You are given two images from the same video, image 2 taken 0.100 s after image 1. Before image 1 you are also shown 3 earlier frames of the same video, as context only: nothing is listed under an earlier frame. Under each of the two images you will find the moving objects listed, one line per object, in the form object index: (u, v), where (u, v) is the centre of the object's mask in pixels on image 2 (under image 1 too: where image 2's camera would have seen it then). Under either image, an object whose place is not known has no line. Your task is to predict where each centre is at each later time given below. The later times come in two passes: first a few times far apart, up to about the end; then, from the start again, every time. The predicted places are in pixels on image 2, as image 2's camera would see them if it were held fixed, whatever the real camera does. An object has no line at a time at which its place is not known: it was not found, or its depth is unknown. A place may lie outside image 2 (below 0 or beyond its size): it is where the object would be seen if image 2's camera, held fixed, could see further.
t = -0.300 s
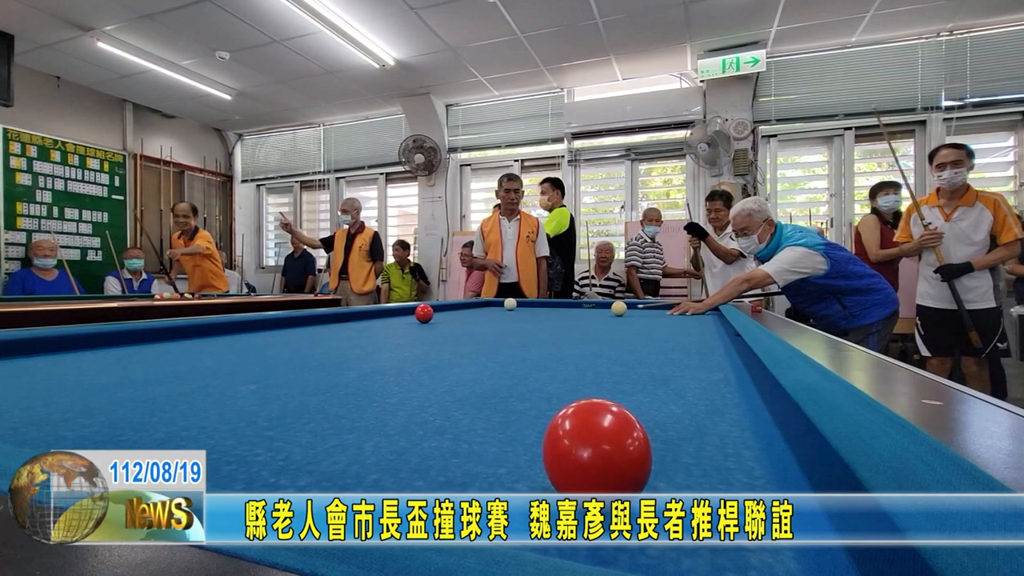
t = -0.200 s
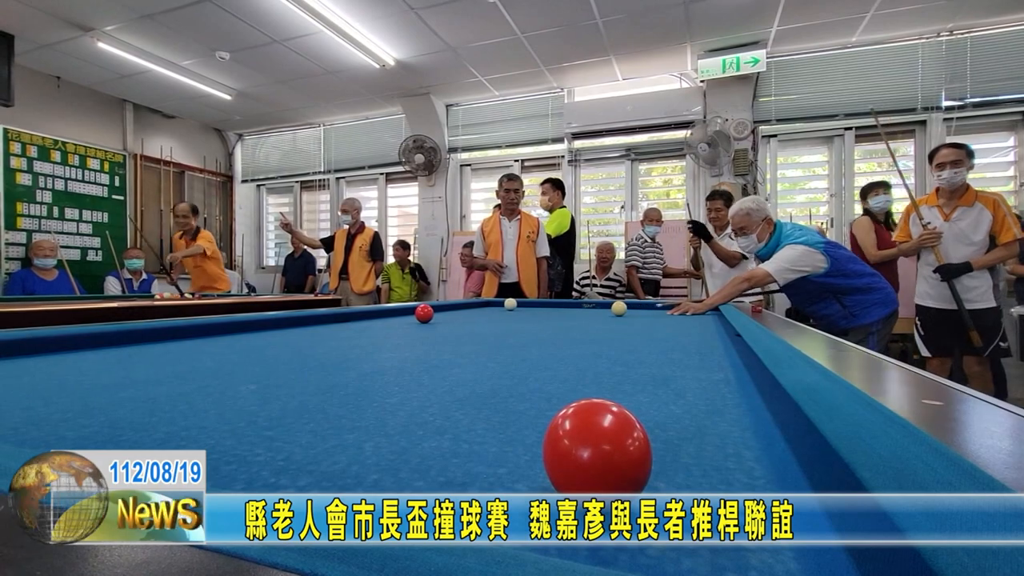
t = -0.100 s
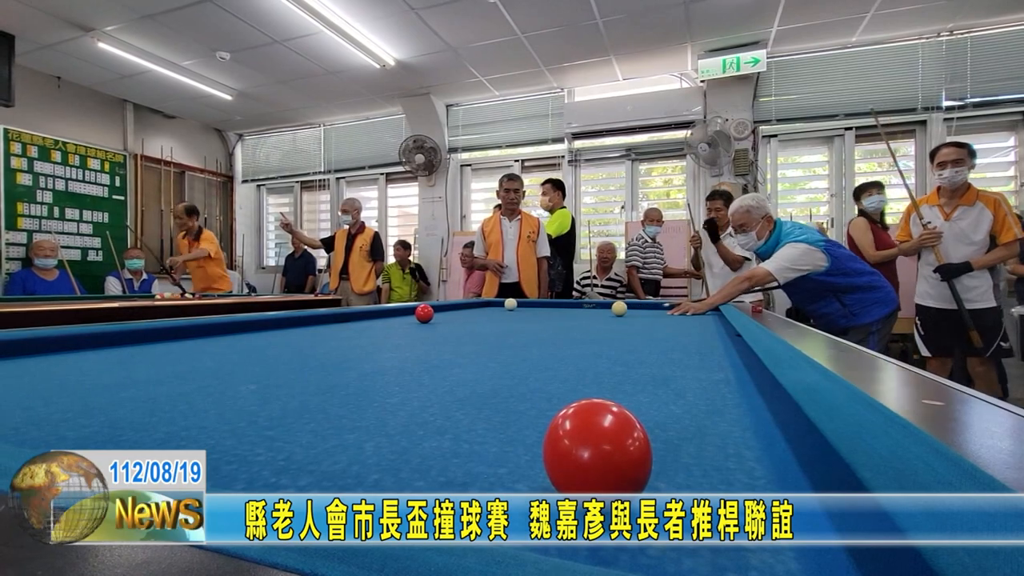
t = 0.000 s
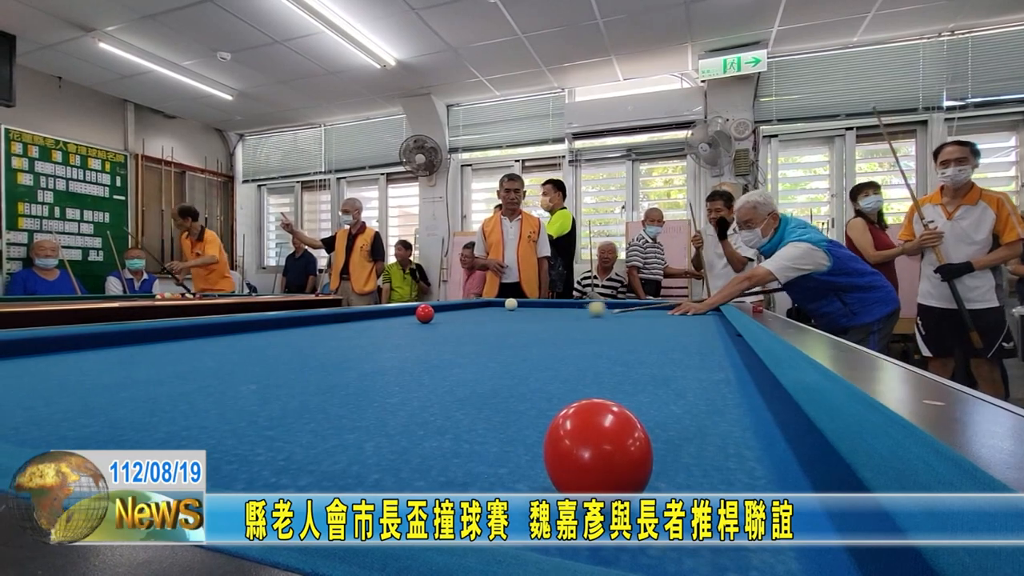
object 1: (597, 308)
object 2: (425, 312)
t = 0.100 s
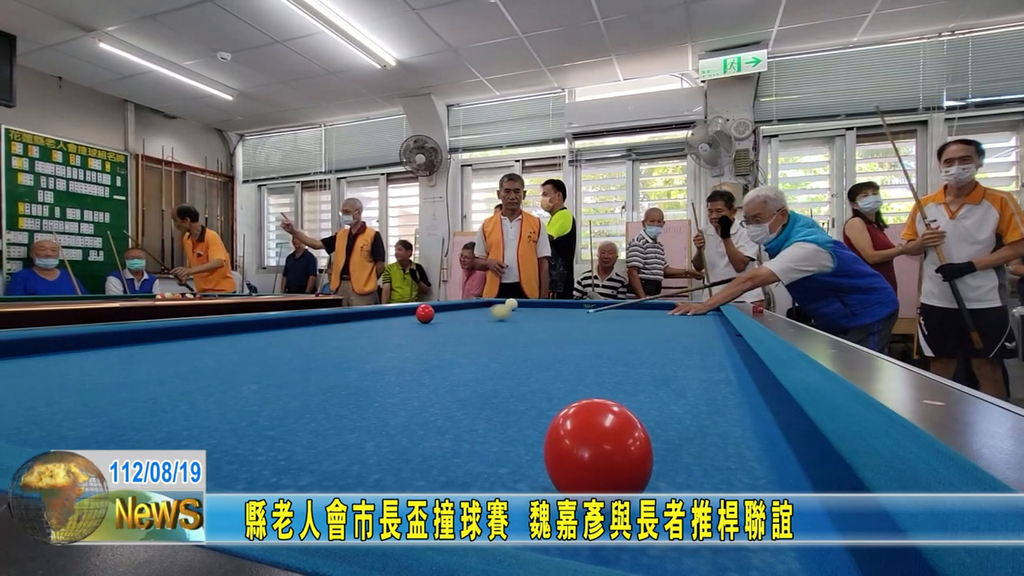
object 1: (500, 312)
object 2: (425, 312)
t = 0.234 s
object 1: (434, 316)
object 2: (352, 312)
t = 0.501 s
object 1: (401, 325)
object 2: (458, 320)
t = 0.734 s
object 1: (351, 339)
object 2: (614, 330)
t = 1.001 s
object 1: (233, 371)
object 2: (602, 332)
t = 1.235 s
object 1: (99, 400)
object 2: (476, 329)
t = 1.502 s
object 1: (429, 380)
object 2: (358, 325)
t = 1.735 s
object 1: (581, 363)
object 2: (270, 324)
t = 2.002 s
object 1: (700, 350)
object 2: (279, 324)
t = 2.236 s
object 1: (699, 341)
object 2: (336, 327)
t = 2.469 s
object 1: (661, 333)
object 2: (400, 330)
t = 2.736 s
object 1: (630, 327)
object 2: (481, 333)
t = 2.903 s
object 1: (615, 324)
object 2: (538, 336)
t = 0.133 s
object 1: (466, 312)
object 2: (425, 312)
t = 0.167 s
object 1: (442, 314)
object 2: (413, 312)
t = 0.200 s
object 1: (438, 315)
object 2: (382, 312)
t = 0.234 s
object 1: (434, 316)
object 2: (352, 312)
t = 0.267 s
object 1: (431, 317)
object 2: (350, 312)
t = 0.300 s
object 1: (427, 318)
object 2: (365, 314)
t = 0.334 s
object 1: (423, 319)
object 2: (379, 314)
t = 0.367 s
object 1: (419, 320)
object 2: (394, 316)
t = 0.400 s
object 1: (415, 321)
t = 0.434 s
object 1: (411, 323)
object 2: (427, 317)
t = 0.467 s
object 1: (406, 324)
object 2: (440, 319)
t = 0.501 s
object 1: (401, 325)
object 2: (458, 320)
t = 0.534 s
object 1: (395, 327)
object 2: (476, 321)
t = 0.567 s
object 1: (390, 328)
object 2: (496, 323)
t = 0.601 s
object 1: (382, 330)
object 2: (516, 324)
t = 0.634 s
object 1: (375, 332)
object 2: (538, 325)
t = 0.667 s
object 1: (368, 334)
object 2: (562, 327)
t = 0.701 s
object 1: (360, 337)
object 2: (587, 328)
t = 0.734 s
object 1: (351, 339)
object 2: (614, 330)
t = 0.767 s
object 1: (341, 342)
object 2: (643, 332)
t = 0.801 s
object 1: (330, 345)
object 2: (675, 334)
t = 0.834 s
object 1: (318, 348)
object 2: (710, 335)
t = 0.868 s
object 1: (305, 351)
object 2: (714, 333)
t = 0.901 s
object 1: (290, 356)
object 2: (683, 330)
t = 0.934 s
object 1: (274, 360)
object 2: (653, 331)
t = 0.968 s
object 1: (255, 365)
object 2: (626, 332)
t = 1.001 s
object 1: (233, 371)
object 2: (602, 332)
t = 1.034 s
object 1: (209, 377)
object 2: (581, 332)
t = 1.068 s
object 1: (180, 385)
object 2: (562, 331)
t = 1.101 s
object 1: (147, 394)
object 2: (544, 331)
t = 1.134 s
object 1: (107, 404)
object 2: (526, 330)
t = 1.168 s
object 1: (59, 413)
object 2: (509, 330)
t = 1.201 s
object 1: (42, 413)
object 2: (493, 329)
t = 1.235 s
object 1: (99, 400)
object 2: (476, 329)
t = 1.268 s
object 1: (165, 393)
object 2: (460, 328)
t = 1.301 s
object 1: (223, 400)
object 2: (445, 328)
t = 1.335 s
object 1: (268, 394)
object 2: (429, 328)
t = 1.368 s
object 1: (306, 394)
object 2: (415, 327)
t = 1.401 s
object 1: (339, 390)
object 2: (400, 326)
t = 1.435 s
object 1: (371, 387)
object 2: (386, 326)
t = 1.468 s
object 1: (401, 383)
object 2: (372, 325)
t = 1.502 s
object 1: (429, 380)
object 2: (358, 325)
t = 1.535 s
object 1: (455, 377)
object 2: (345, 325)
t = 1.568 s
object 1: (479, 375)
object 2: (332, 325)
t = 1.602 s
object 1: (502, 372)
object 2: (319, 324)
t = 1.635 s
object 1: (524, 369)
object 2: (306, 324)
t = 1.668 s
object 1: (544, 367)
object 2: (294, 324)
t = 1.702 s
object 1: (563, 365)
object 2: (282, 324)
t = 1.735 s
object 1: (581, 363)
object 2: (270, 324)
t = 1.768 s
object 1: (599, 361)
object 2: (258, 323)
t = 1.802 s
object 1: (616, 359)
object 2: (246, 323)
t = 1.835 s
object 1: (631, 358)
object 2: (236, 322)
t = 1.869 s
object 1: (646, 356)
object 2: (244, 320)
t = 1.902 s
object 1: (660, 355)
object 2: (254, 322)
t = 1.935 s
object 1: (674, 353)
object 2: (262, 323)
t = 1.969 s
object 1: (687, 352)
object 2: (270, 324)
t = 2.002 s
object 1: (700, 350)
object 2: (279, 324)
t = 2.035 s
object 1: (712, 349)
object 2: (286, 324)
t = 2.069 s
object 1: (724, 348)
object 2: (295, 325)
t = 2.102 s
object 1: (729, 346)
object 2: (303, 325)
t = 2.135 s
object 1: (719, 345)
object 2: (311, 326)
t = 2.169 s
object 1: (712, 344)
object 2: (320, 326)
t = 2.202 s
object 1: (705, 342)
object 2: (328, 326)
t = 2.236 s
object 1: (699, 341)
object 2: (336, 327)
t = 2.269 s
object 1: (692, 339)
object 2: (345, 327)
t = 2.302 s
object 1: (687, 338)
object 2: (354, 328)
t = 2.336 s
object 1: (681, 337)
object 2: (363, 328)
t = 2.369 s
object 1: (676, 336)
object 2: (372, 328)
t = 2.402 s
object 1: (671, 335)
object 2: (381, 329)
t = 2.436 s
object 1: (666, 334)
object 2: (391, 329)
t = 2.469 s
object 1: (661, 333)
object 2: (400, 330)
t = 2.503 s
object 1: (657, 332)
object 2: (410, 330)
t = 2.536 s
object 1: (653, 331)
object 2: (419, 331)
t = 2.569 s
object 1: (648, 330)
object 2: (429, 331)
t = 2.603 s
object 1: (644, 330)
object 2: (439, 332)
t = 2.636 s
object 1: (641, 329)
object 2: (450, 332)
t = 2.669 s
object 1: (637, 328)
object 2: (460, 332)
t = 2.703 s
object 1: (633, 327)
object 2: (471, 333)
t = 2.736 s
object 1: (630, 327)
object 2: (481, 333)
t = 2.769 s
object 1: (627, 326)
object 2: (492, 334)
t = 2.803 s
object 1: (623, 325)
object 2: (503, 334)
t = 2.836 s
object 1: (621, 325)
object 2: (515, 335)
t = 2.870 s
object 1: (618, 324)
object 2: (526, 336)
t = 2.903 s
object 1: (615, 324)
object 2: (538, 336)
